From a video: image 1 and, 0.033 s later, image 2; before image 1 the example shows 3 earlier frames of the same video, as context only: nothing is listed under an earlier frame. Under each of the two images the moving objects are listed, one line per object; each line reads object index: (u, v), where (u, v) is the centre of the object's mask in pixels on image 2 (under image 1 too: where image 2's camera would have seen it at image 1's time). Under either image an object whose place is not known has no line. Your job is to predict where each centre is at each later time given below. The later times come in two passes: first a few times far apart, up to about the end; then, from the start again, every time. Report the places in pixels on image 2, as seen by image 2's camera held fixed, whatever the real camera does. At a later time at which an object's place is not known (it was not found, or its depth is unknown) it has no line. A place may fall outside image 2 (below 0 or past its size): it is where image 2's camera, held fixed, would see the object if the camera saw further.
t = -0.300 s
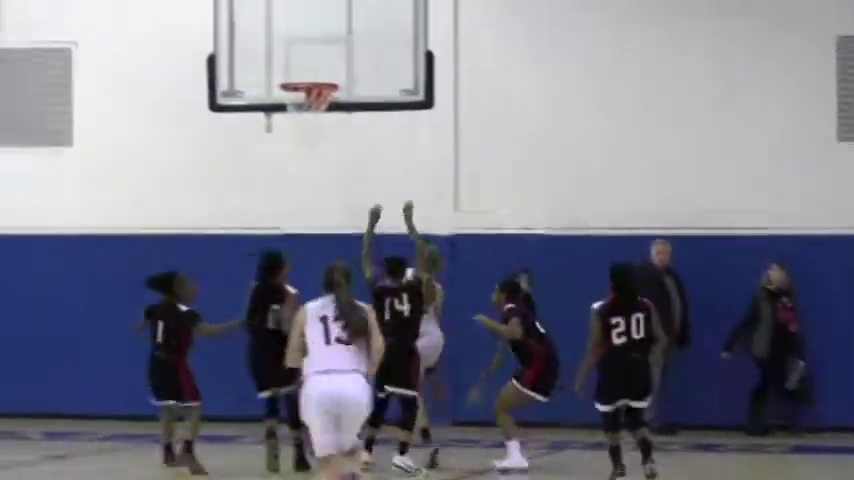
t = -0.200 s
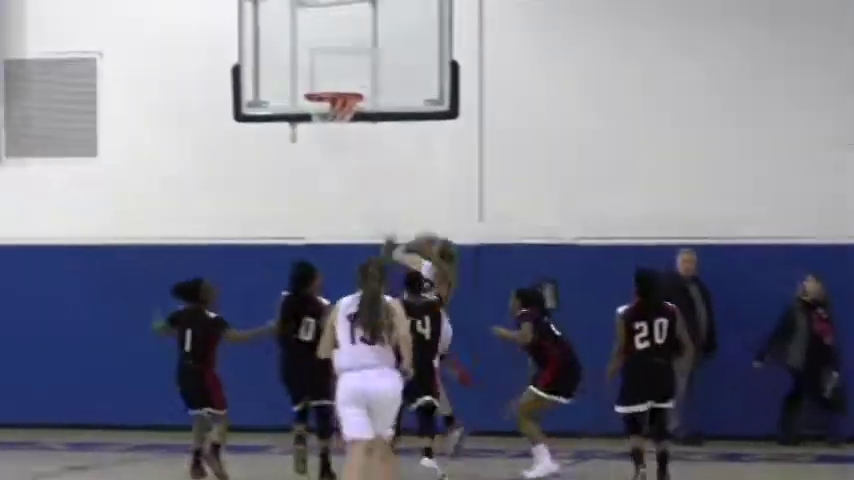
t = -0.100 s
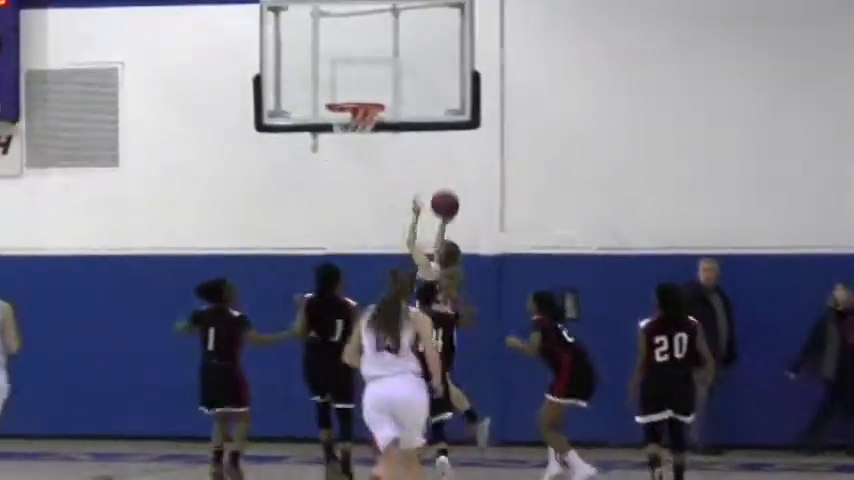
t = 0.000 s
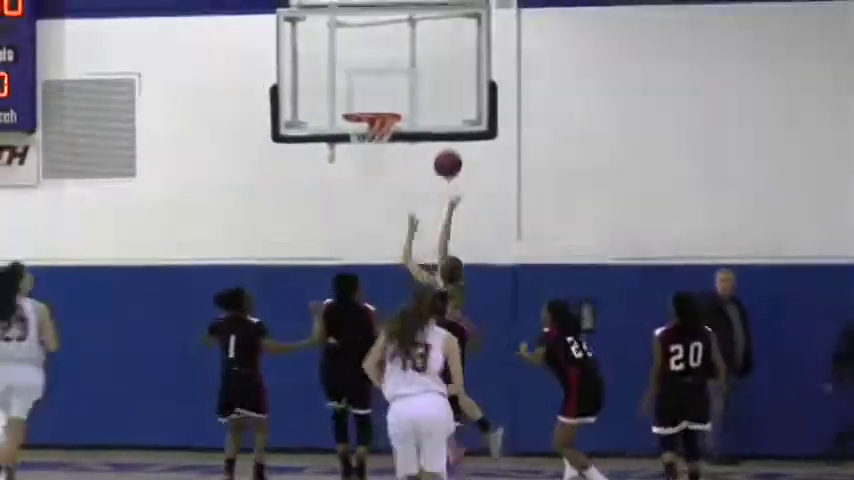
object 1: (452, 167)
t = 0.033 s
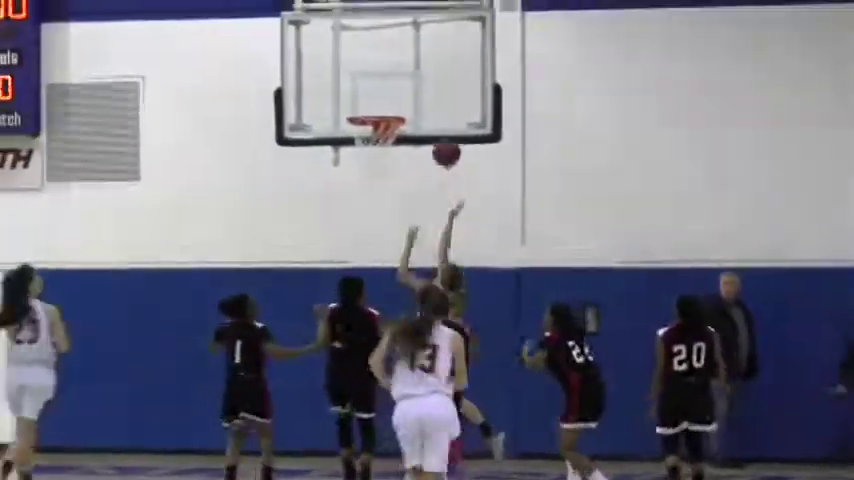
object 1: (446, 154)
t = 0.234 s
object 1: (412, 94)
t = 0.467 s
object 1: (375, 90)
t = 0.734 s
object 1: (383, 113)
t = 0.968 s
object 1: (358, 140)
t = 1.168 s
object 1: (354, 158)
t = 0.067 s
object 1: (441, 139)
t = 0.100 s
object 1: (435, 126)
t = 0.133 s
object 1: (429, 117)
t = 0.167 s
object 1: (423, 108)
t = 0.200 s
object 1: (418, 100)
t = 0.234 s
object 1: (412, 94)
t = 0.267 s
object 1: (407, 89)
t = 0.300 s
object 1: (402, 85)
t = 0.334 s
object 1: (397, 83)
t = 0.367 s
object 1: (391, 83)
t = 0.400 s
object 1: (386, 84)
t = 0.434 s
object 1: (381, 86)
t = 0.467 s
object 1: (375, 90)
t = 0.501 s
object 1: (370, 95)
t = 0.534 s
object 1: (365, 101)
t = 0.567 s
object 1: (359, 107)
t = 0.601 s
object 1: (362, 108)
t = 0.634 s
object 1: (369, 109)
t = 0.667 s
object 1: (376, 112)
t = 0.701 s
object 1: (383, 113)
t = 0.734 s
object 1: (383, 113)
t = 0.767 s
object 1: (384, 114)
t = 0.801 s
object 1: (383, 117)
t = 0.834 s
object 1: (380, 122)
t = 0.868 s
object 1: (375, 125)
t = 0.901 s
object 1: (369, 127)
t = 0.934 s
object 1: (366, 127)
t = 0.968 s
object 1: (358, 140)
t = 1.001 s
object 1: (356, 143)
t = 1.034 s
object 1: (352, 147)
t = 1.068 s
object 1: (351, 149)
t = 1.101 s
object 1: (352, 150)
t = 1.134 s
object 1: (352, 152)
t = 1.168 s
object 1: (354, 158)
